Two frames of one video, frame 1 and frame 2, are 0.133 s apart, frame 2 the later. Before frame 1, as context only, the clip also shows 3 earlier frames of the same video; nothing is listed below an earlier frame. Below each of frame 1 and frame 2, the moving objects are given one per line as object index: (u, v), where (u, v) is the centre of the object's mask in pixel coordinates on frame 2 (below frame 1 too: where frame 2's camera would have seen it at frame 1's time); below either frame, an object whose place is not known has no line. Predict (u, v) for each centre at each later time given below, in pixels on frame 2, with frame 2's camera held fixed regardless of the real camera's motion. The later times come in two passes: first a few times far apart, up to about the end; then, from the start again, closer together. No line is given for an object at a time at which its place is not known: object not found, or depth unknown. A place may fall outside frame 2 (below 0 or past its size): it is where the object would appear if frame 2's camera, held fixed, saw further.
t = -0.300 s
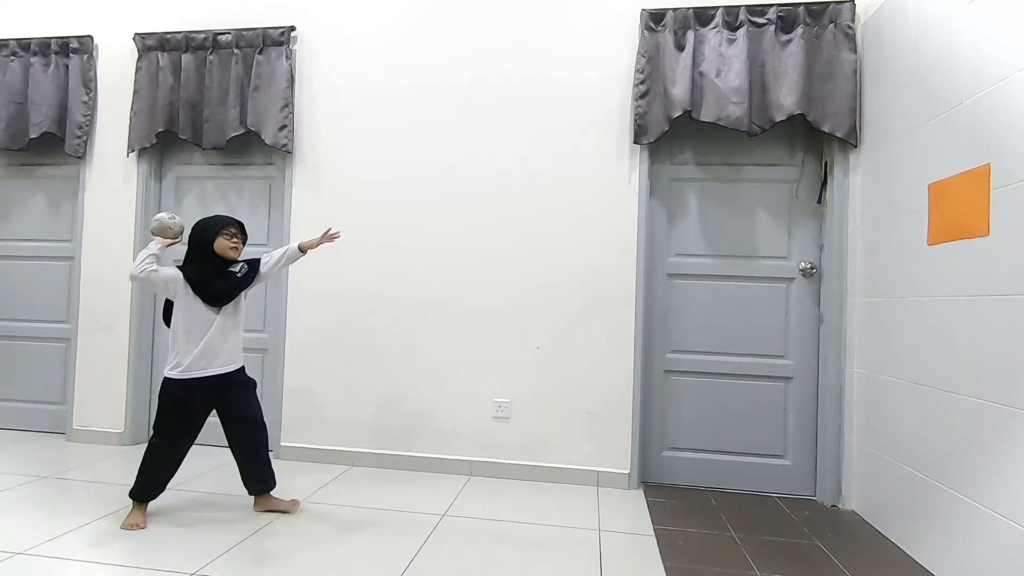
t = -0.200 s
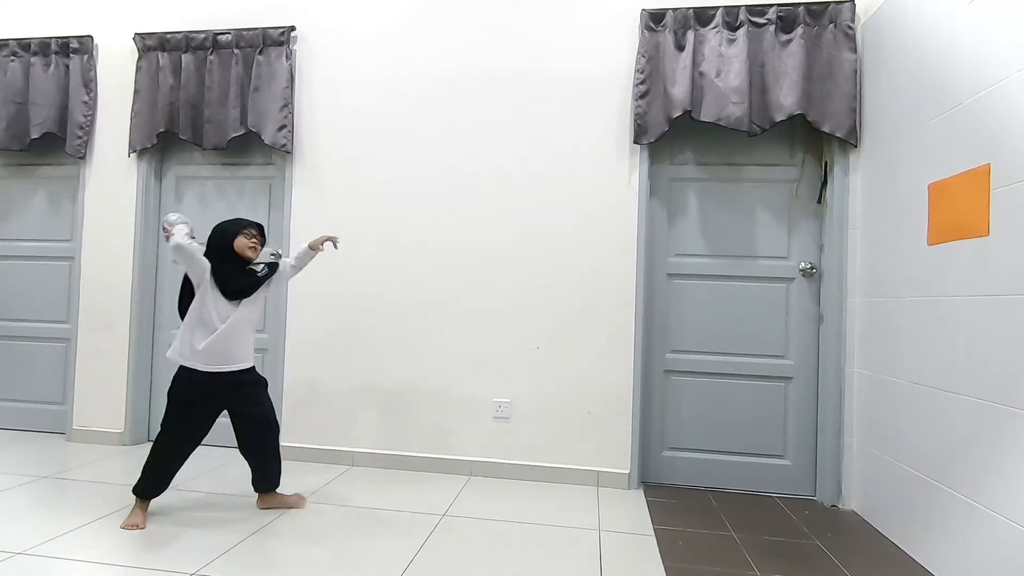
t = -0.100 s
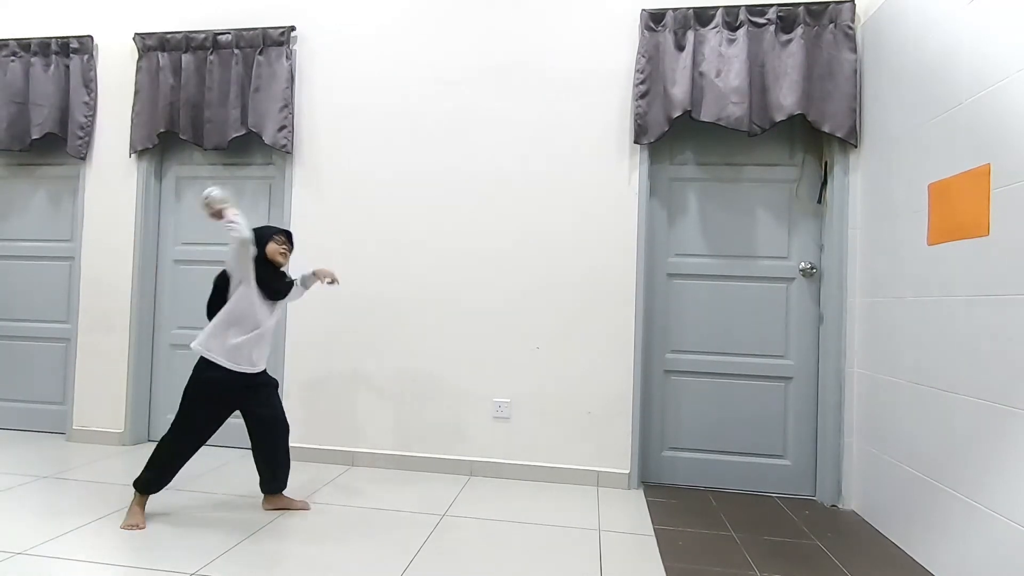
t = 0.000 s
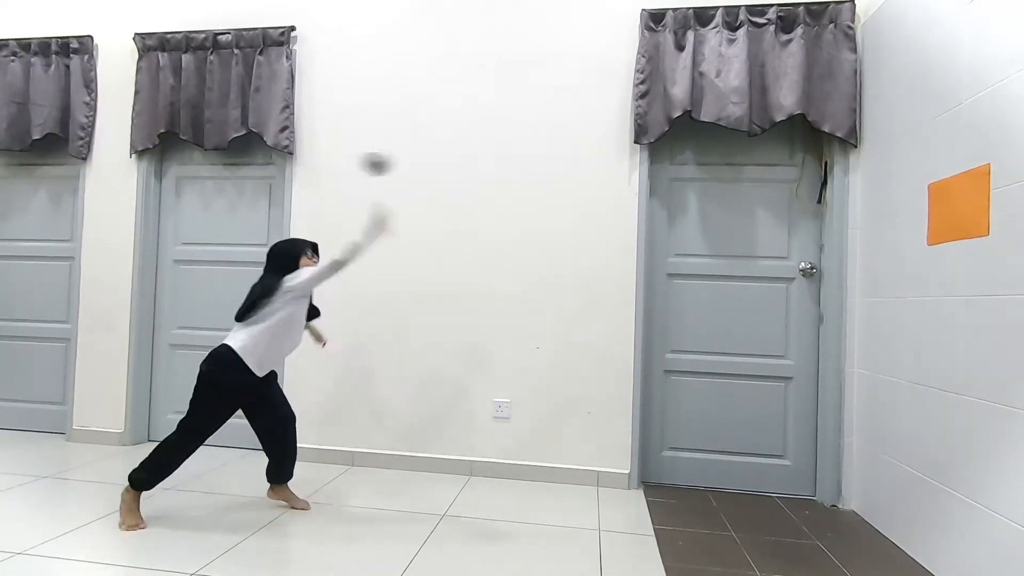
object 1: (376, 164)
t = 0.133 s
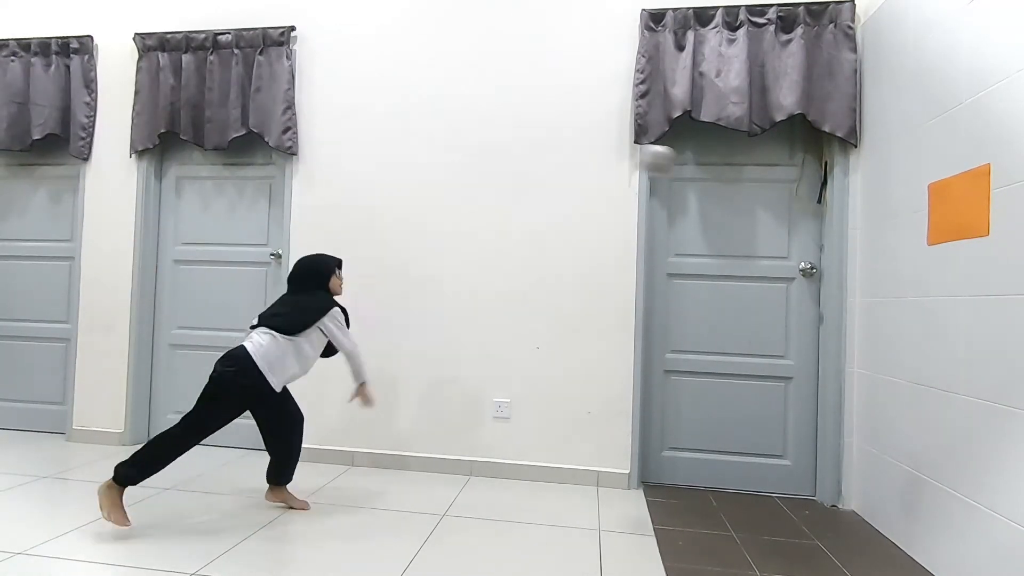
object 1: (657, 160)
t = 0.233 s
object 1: (863, 190)
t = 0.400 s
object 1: (783, 303)
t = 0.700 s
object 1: (589, 447)
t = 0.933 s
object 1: (500, 451)
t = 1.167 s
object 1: (405, 478)
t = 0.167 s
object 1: (723, 163)
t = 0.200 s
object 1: (796, 175)
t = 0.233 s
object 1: (863, 190)
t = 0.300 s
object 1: (872, 229)
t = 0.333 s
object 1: (840, 250)
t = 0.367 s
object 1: (810, 274)
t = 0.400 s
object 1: (783, 303)
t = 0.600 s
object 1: (637, 490)
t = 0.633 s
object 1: (621, 474)
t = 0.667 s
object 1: (602, 458)
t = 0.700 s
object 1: (589, 447)
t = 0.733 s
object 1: (577, 440)
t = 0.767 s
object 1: (565, 437)
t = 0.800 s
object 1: (551, 433)
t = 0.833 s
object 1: (538, 434)
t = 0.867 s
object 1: (526, 438)
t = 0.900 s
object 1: (513, 443)
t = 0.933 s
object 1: (500, 451)
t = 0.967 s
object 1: (487, 462)
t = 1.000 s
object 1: (473, 477)
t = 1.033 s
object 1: (459, 486)
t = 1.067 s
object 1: (445, 480)
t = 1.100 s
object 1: (431, 476)
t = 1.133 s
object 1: (418, 476)
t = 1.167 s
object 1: (405, 478)
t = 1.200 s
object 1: (391, 483)
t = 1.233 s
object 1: (378, 488)
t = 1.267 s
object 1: (366, 482)
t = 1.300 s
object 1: (354, 480)
